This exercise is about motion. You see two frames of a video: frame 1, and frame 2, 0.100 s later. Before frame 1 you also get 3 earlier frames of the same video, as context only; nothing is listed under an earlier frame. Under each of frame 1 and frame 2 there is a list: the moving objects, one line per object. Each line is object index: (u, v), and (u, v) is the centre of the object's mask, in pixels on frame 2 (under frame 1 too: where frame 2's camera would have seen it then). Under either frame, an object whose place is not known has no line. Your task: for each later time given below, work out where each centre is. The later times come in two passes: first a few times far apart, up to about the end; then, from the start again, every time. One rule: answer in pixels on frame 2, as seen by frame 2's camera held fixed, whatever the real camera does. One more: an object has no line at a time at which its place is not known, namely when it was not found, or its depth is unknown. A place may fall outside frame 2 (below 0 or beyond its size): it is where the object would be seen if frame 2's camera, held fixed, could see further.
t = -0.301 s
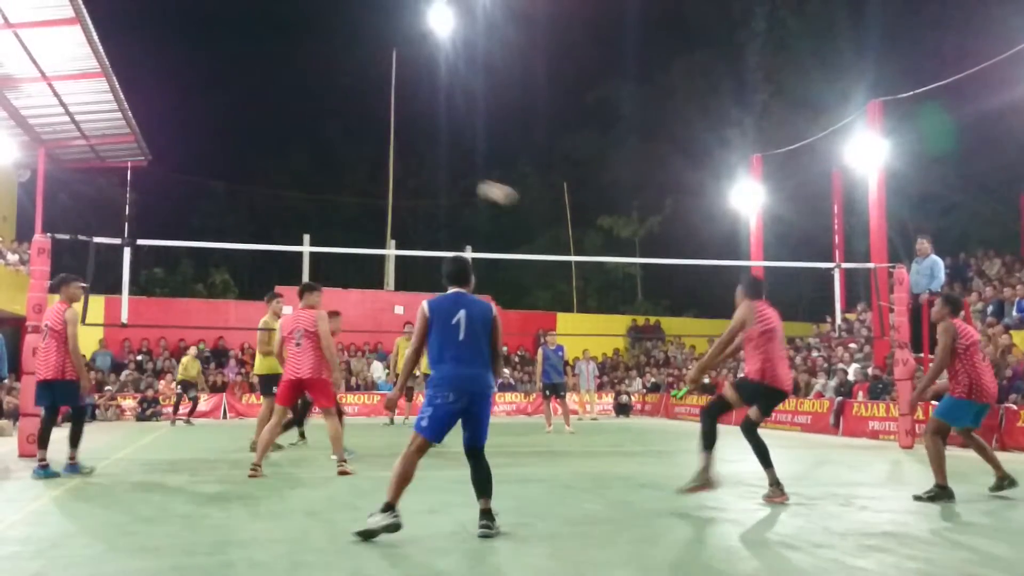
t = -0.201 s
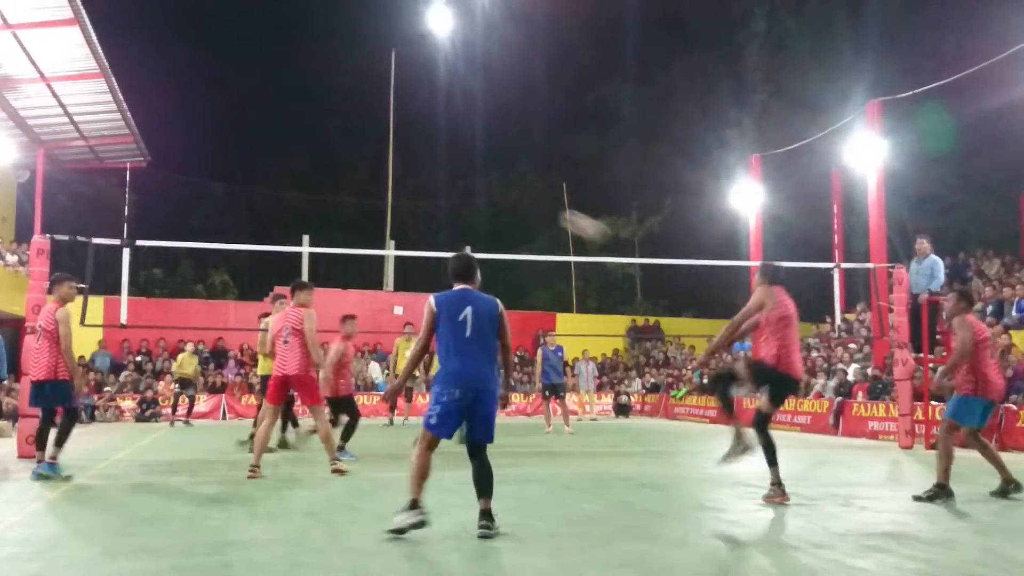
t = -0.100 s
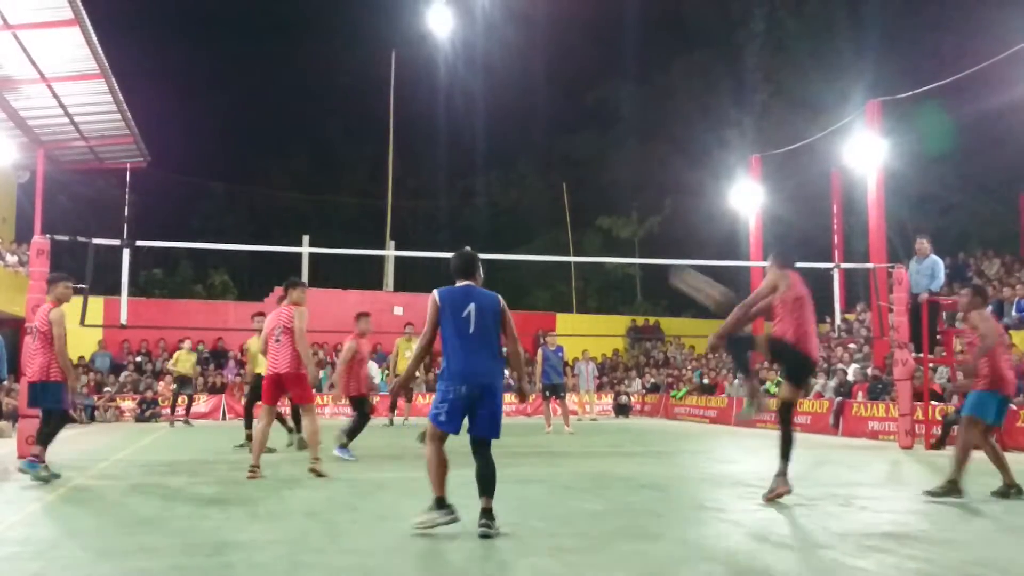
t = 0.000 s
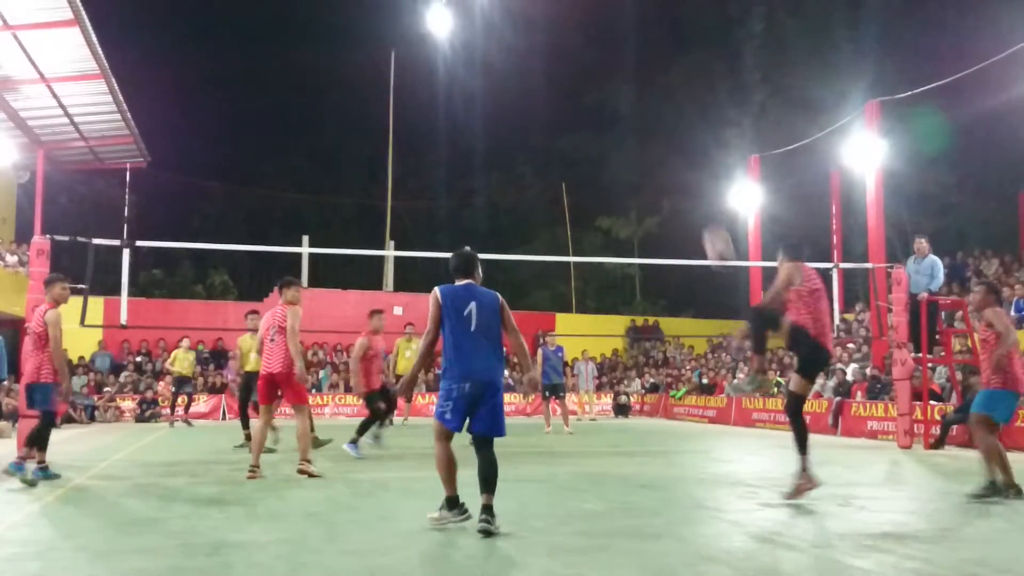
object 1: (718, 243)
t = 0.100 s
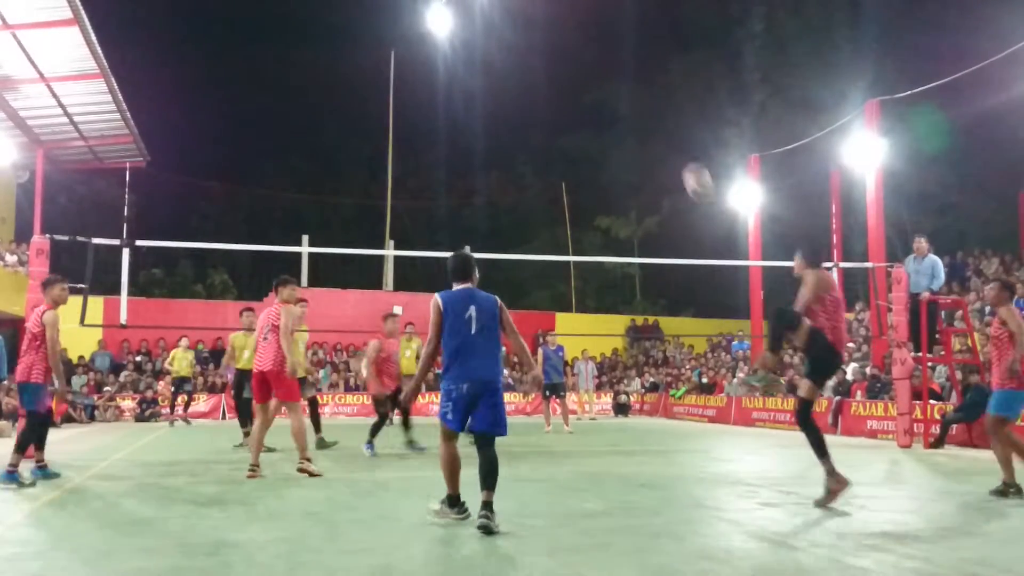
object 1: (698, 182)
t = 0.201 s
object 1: (679, 132)
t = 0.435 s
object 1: (645, 74)
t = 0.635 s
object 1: (620, 70)
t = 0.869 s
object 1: (595, 111)
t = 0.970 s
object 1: (586, 140)
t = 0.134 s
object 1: (691, 163)
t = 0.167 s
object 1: (685, 148)
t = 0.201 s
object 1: (679, 132)
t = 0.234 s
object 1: (674, 120)
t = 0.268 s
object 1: (668, 109)
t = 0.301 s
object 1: (664, 99)
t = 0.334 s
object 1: (659, 91)
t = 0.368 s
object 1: (654, 84)
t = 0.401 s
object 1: (649, 78)
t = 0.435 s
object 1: (645, 74)
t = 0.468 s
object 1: (640, 70)
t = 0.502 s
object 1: (636, 69)
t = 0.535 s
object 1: (632, 67)
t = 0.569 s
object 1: (628, 68)
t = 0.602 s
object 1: (624, 68)
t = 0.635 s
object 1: (620, 70)
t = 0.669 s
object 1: (616, 74)
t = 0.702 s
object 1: (612, 78)
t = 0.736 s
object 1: (608, 82)
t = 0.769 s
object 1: (605, 88)
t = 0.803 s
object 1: (601, 95)
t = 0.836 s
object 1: (598, 102)
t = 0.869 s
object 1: (595, 111)
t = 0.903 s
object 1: (592, 120)
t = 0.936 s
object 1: (588, 130)
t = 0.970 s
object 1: (586, 140)
